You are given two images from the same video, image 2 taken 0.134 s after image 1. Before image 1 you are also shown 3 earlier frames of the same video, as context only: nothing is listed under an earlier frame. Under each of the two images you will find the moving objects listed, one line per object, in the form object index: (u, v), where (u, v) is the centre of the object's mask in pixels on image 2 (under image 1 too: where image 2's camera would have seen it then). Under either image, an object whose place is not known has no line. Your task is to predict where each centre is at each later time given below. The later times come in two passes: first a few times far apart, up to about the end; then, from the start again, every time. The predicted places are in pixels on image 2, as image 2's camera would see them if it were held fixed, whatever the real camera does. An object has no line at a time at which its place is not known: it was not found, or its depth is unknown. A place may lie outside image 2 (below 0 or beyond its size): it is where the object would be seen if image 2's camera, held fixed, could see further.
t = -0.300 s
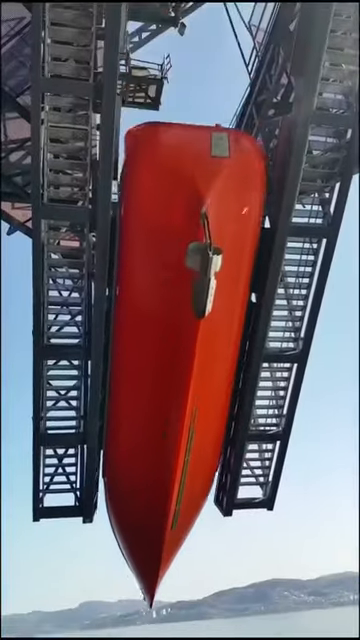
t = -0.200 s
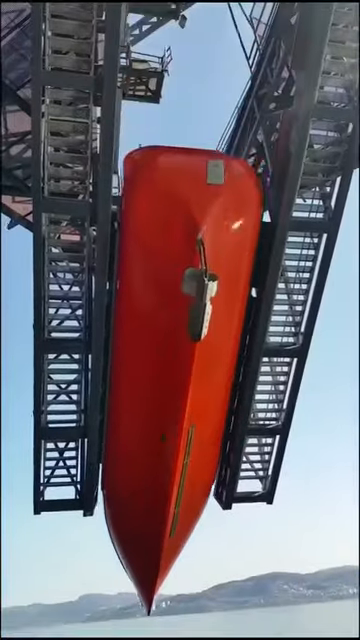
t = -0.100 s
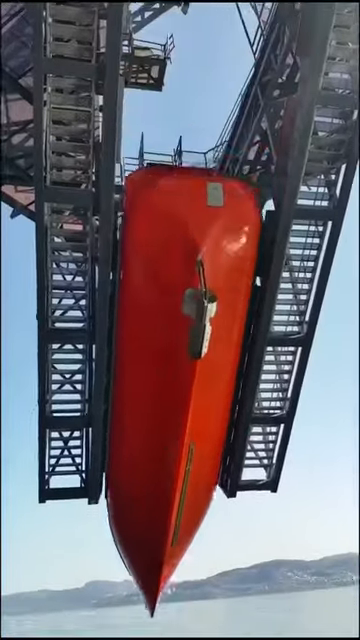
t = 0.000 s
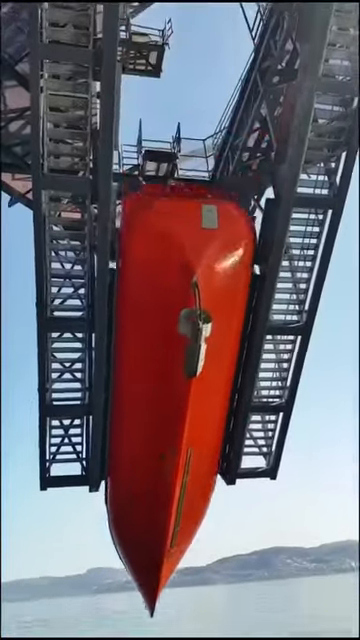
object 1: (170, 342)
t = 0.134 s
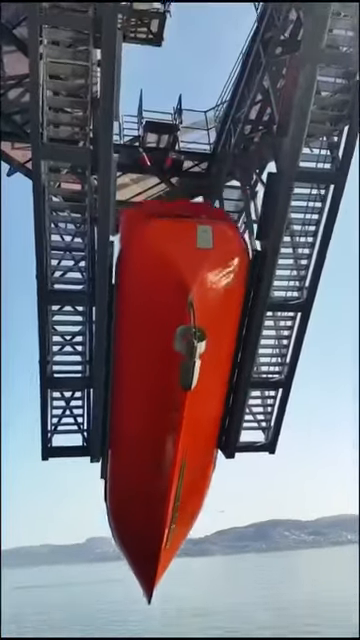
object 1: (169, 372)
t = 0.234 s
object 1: (167, 393)
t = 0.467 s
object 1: (158, 446)
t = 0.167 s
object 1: (170, 379)
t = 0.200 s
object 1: (168, 385)
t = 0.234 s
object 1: (167, 393)
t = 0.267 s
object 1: (167, 399)
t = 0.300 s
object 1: (165, 407)
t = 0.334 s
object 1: (162, 414)
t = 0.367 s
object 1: (160, 422)
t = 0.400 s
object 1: (159, 431)
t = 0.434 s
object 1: (159, 438)
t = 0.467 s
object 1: (158, 446)
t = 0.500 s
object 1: (159, 455)
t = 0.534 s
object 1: (159, 462)
